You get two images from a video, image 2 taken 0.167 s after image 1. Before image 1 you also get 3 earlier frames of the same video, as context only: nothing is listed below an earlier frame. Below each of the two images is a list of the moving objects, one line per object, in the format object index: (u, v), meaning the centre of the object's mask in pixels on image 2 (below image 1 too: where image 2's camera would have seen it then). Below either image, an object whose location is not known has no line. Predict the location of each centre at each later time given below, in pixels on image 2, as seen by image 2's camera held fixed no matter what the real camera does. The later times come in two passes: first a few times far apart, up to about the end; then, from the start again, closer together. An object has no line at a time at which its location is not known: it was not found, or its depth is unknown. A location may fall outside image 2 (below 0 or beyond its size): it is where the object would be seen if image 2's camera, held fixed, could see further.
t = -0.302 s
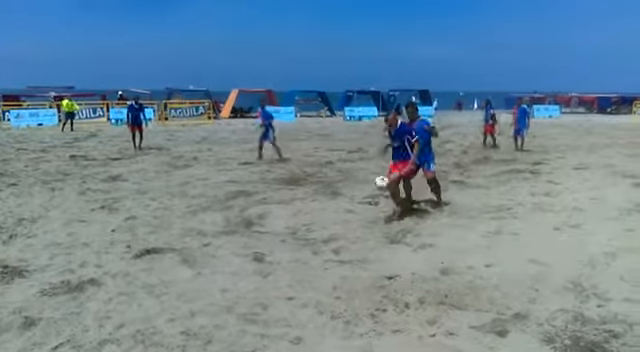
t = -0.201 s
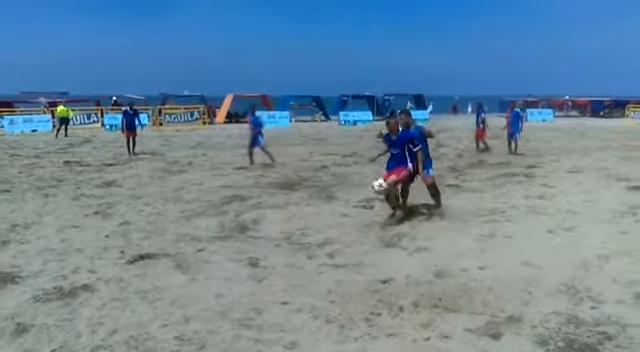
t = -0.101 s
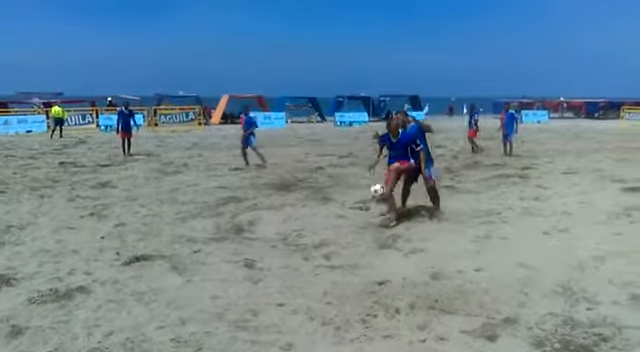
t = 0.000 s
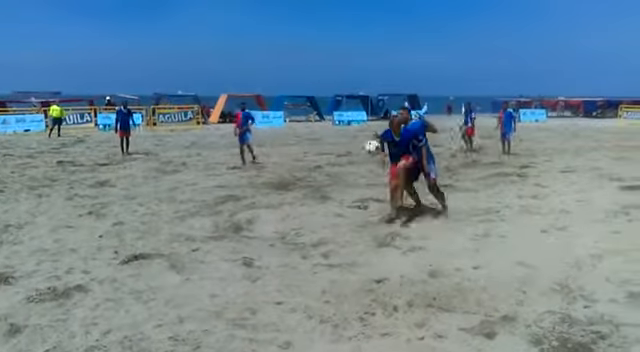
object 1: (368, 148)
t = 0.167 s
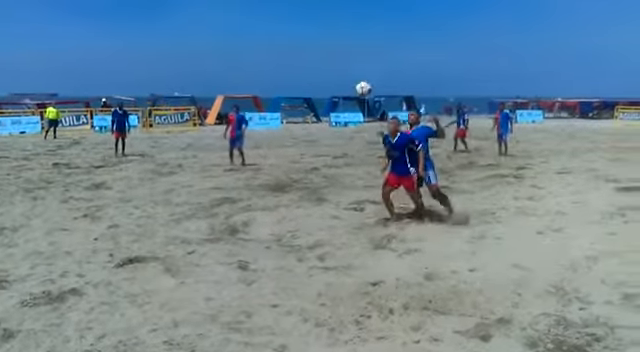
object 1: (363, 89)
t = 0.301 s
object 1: (359, 51)
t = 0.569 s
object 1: (349, 20)
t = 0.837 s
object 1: (339, 44)
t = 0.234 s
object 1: (361, 68)
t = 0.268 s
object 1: (360, 60)
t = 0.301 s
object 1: (359, 51)
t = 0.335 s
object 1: (358, 44)
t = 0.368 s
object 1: (356, 39)
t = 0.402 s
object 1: (355, 34)
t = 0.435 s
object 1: (354, 30)
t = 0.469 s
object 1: (352, 26)
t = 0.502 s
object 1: (351, 22)
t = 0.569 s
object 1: (349, 20)
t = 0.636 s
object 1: (347, 18)
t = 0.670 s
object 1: (345, 19)
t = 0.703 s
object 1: (345, 21)
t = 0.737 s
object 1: (343, 26)
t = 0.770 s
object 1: (341, 31)
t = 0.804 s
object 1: (340, 38)
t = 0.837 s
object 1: (339, 44)
